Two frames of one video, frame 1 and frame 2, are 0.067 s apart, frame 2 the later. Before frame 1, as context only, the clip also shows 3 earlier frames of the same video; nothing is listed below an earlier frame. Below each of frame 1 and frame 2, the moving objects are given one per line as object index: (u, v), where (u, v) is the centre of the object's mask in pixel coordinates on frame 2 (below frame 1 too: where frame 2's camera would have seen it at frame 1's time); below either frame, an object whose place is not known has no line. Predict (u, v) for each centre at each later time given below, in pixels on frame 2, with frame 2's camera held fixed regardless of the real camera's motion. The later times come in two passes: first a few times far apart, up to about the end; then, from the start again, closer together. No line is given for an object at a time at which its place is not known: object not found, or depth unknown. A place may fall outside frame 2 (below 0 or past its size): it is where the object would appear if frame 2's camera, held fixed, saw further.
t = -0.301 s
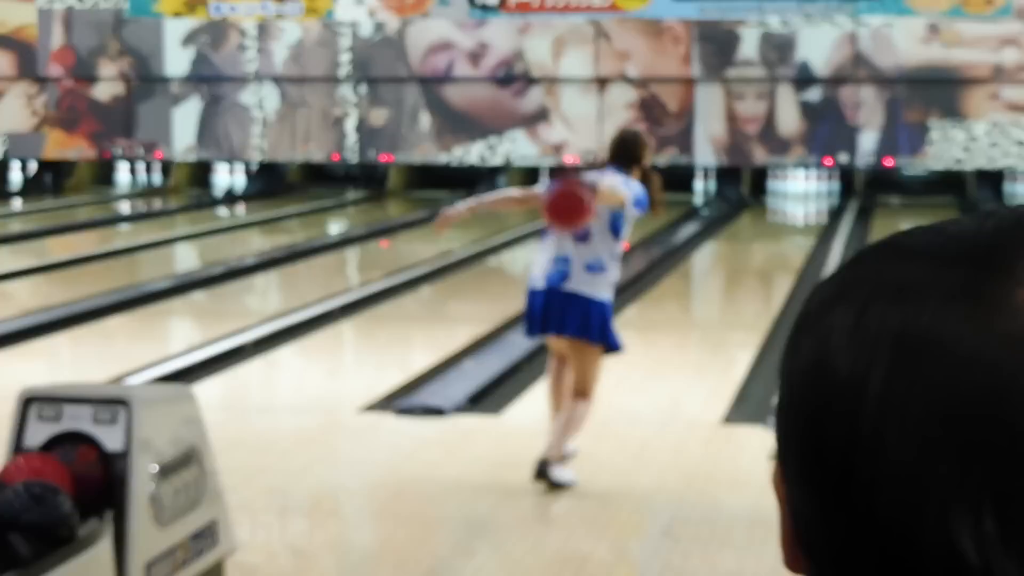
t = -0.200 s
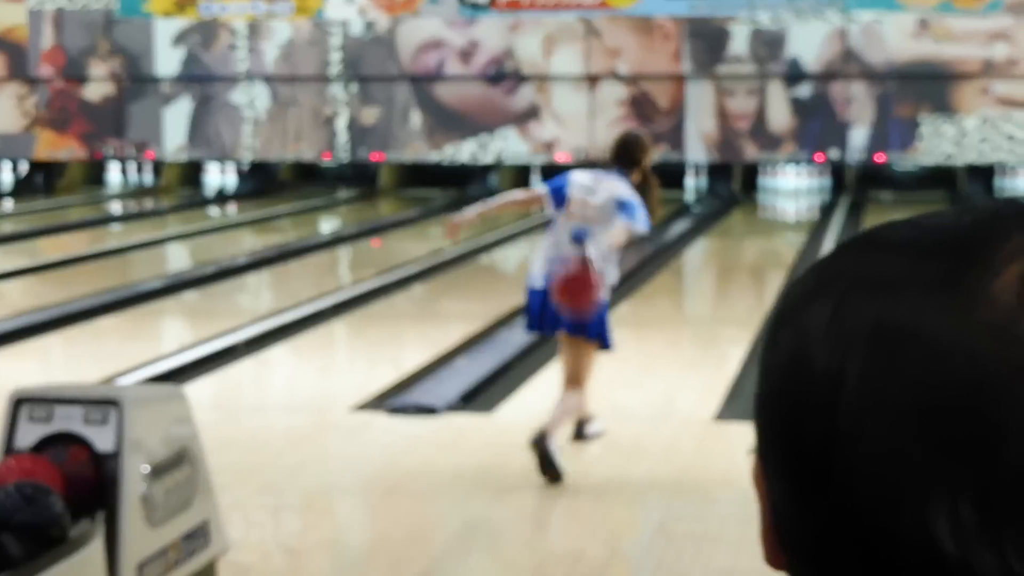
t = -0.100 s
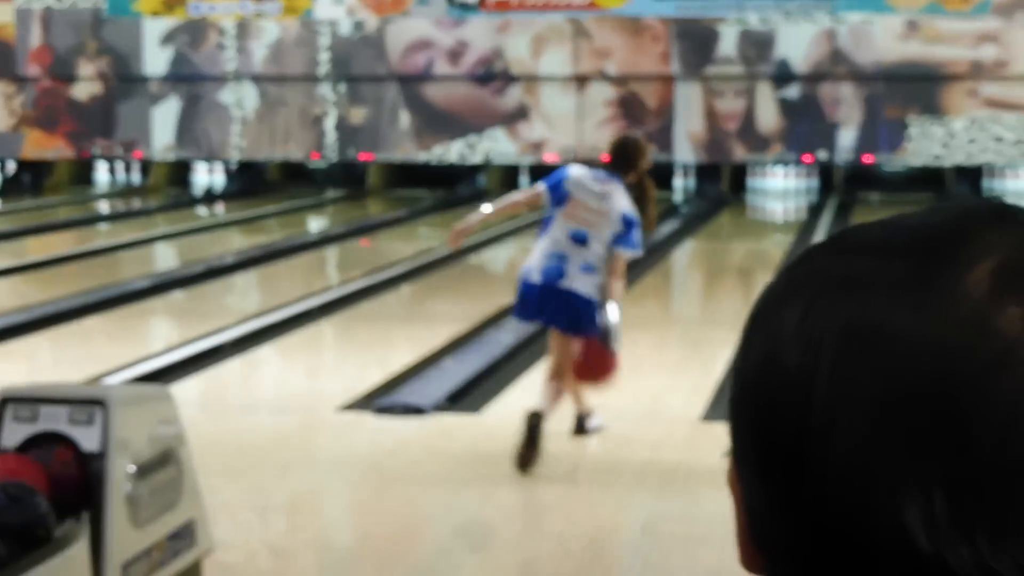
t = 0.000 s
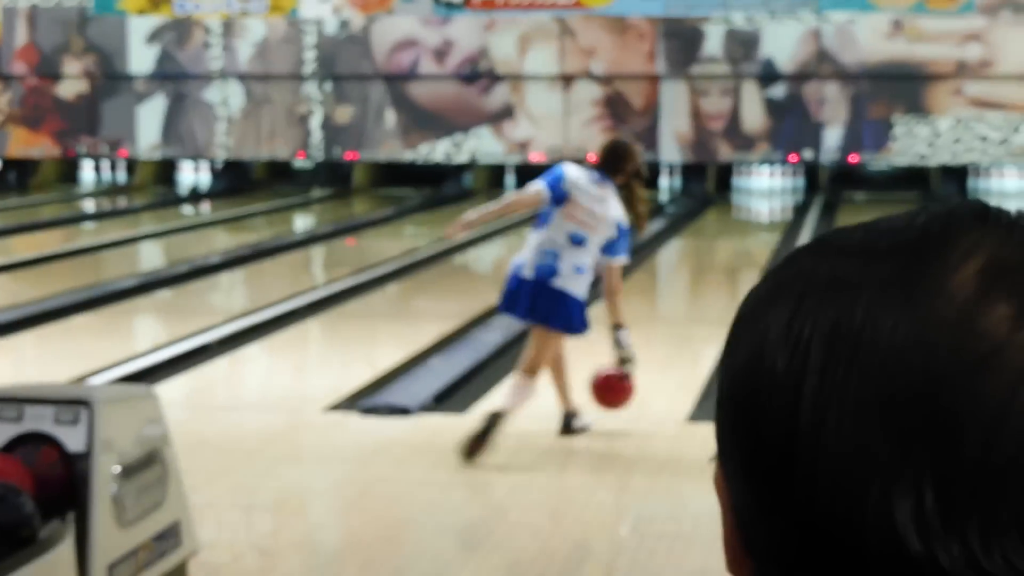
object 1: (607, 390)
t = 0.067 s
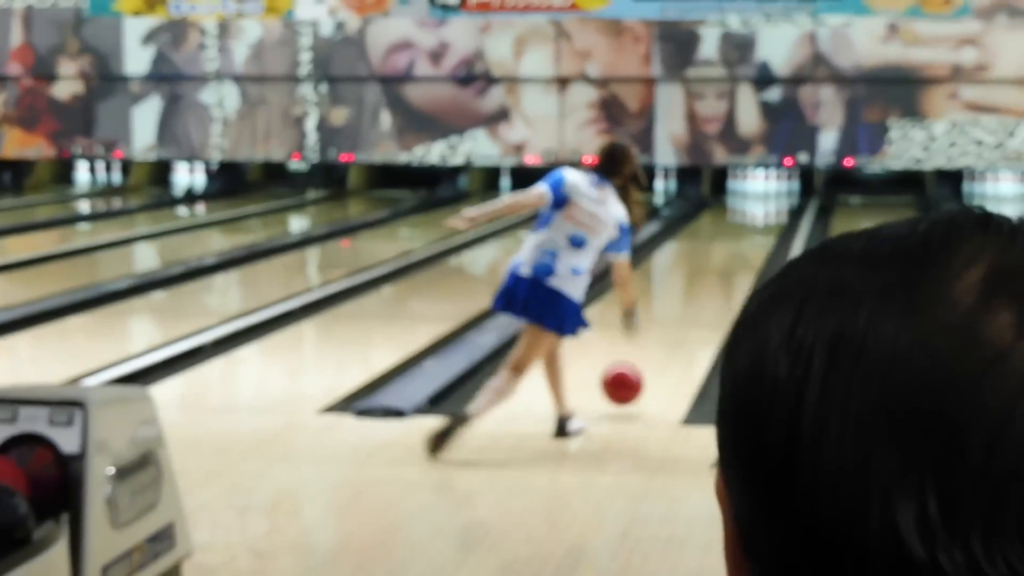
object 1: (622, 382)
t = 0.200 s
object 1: (647, 364)
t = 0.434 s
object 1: (681, 325)
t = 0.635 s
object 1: (702, 299)
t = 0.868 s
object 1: (722, 276)
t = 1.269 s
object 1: (746, 246)
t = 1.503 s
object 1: (755, 235)
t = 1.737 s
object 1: (760, 225)
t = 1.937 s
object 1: (762, 215)
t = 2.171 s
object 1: (766, 206)
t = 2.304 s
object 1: (766, 202)
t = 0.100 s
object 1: (629, 382)
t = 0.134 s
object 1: (636, 376)
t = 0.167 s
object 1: (642, 369)
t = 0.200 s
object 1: (647, 364)
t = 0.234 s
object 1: (653, 358)
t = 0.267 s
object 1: (658, 352)
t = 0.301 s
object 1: (663, 346)
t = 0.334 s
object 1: (668, 340)
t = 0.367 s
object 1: (673, 336)
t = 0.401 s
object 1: (677, 330)
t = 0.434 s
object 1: (681, 325)
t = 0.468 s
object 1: (685, 320)
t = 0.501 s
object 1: (689, 316)
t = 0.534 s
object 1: (692, 311)
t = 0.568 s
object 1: (696, 306)
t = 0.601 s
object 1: (699, 303)
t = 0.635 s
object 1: (702, 299)
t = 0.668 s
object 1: (705, 295)
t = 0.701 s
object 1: (709, 291)
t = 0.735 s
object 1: (712, 288)
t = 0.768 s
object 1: (715, 285)
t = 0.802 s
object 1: (717, 282)
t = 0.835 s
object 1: (720, 279)
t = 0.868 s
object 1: (722, 276)
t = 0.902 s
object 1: (723, 273)
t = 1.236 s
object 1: (744, 248)
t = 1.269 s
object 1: (746, 246)
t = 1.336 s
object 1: (749, 242)
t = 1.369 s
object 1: (750, 239)
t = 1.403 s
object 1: (751, 238)
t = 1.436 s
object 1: (752, 237)
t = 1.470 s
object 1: (753, 236)
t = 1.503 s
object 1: (755, 235)
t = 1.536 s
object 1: (756, 233)
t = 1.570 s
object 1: (757, 231)
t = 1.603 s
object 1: (758, 230)
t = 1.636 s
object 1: (759, 229)
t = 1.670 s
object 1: (759, 228)
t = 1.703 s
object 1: (760, 226)
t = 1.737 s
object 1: (760, 225)
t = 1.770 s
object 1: (760, 223)
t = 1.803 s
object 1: (761, 222)
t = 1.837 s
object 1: (761, 220)
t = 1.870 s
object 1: (761, 219)
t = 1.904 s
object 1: (762, 218)
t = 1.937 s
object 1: (762, 215)
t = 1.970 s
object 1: (763, 214)
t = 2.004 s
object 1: (763, 212)
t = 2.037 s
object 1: (764, 211)
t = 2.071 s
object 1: (765, 210)
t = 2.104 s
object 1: (766, 209)
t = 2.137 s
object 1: (766, 207)
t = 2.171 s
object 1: (766, 206)
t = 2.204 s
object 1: (767, 208)
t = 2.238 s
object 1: (766, 204)
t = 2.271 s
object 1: (766, 203)
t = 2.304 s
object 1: (766, 202)
